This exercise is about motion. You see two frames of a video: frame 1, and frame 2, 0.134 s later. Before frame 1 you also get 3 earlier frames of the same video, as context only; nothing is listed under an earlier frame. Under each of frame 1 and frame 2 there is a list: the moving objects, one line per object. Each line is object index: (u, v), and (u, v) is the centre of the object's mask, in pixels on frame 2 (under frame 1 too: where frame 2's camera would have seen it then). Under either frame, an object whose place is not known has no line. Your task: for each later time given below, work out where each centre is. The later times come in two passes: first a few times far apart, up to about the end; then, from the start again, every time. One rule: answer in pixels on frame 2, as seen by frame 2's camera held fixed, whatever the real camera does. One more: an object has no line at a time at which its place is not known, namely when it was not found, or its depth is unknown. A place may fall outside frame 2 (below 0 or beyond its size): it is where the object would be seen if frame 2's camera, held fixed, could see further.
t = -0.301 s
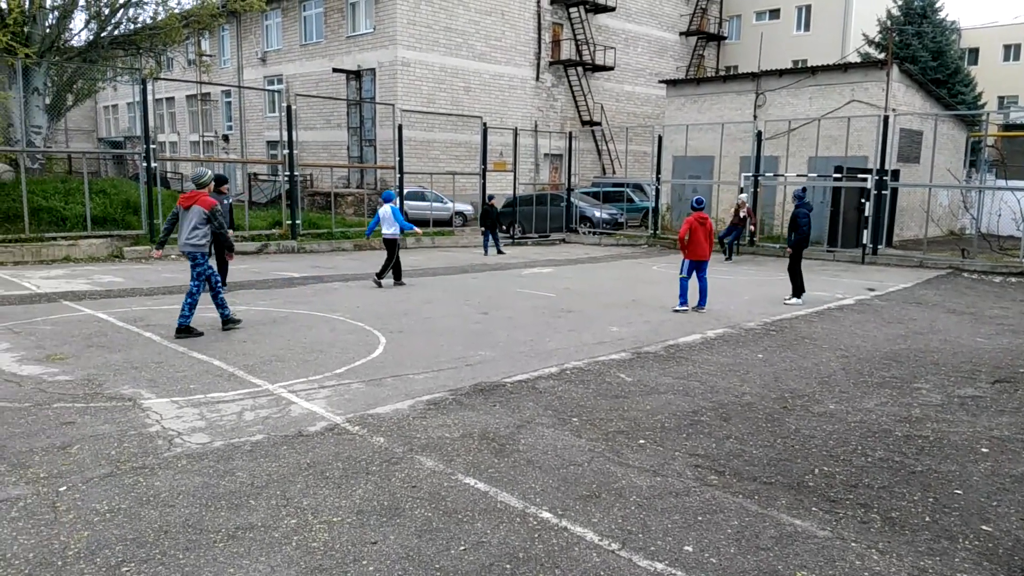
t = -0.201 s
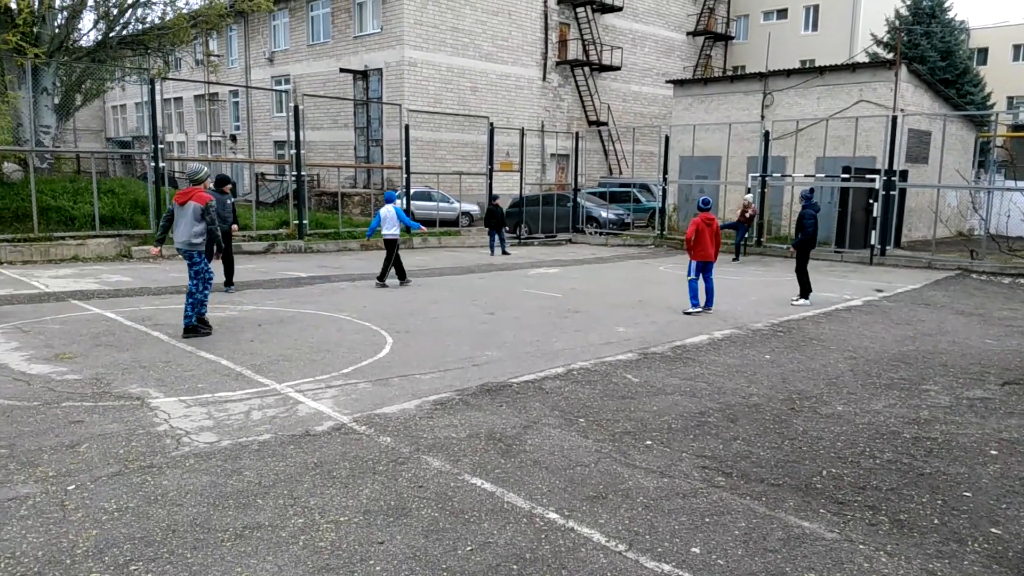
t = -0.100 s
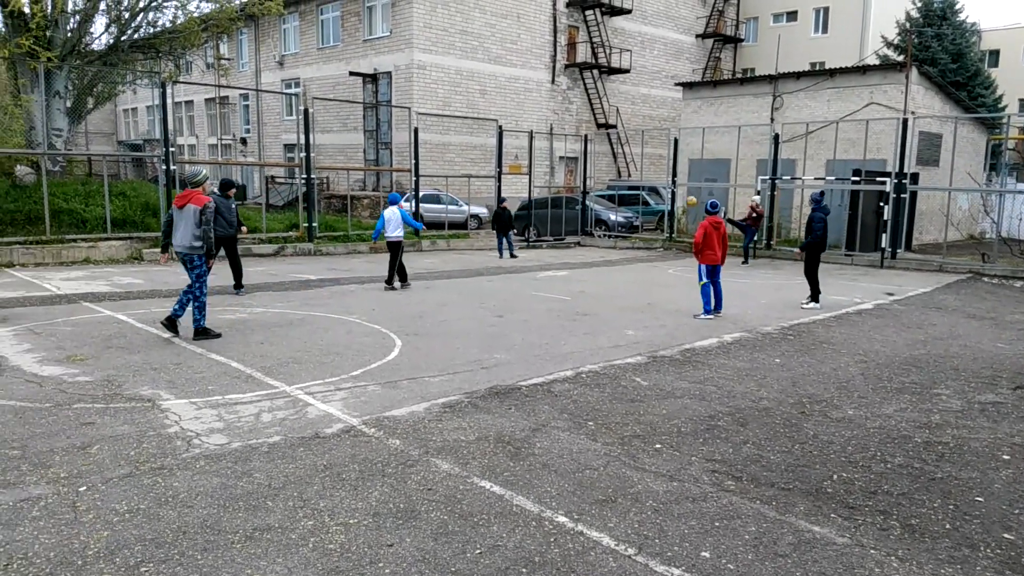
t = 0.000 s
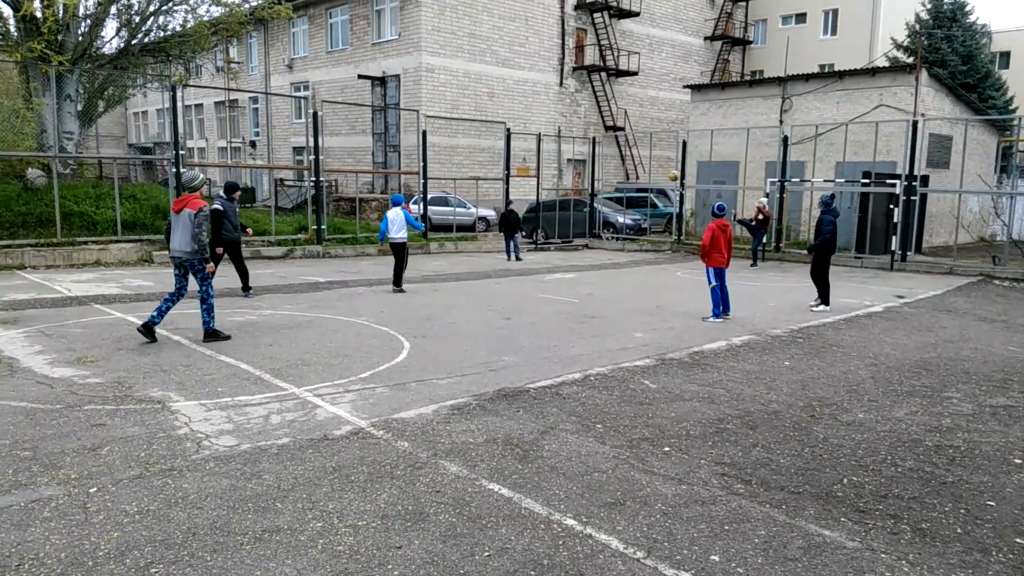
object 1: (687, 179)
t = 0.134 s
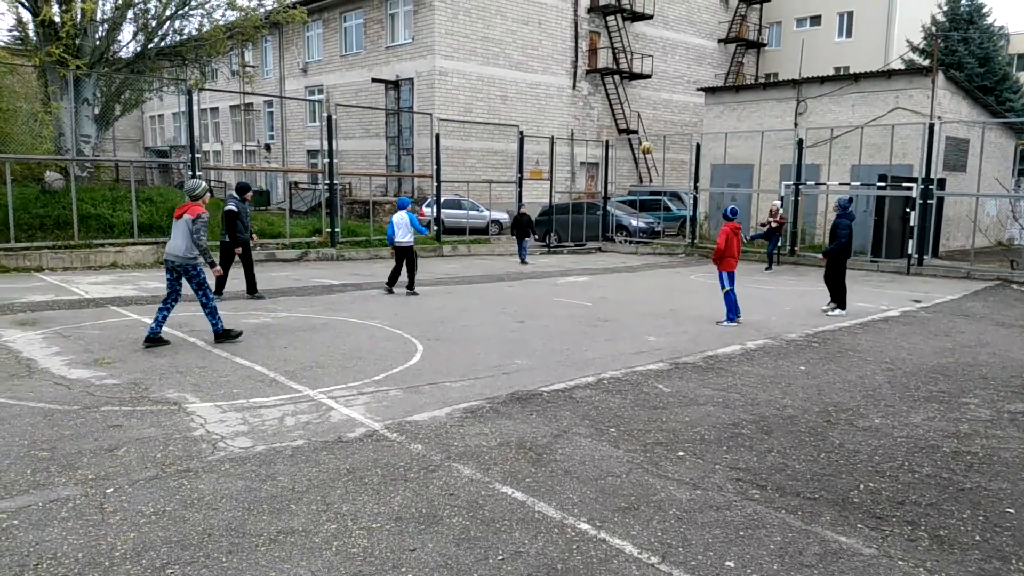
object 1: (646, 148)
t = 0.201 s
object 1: (623, 135)
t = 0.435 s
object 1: (519, 114)
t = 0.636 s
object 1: (394, 134)
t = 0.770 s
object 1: (282, 179)
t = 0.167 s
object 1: (635, 141)
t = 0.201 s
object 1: (623, 135)
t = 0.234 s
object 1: (610, 130)
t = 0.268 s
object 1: (597, 126)
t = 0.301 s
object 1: (582, 122)
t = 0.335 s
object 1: (568, 118)
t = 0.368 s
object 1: (552, 116)
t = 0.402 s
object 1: (536, 114)
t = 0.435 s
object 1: (519, 114)
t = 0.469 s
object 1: (501, 114)
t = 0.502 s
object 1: (482, 116)
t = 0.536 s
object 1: (461, 118)
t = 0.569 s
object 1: (440, 121)
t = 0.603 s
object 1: (417, 127)
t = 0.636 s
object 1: (394, 134)
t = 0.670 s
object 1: (369, 143)
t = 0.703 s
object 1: (341, 153)
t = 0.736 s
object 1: (313, 165)
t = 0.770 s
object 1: (282, 179)
